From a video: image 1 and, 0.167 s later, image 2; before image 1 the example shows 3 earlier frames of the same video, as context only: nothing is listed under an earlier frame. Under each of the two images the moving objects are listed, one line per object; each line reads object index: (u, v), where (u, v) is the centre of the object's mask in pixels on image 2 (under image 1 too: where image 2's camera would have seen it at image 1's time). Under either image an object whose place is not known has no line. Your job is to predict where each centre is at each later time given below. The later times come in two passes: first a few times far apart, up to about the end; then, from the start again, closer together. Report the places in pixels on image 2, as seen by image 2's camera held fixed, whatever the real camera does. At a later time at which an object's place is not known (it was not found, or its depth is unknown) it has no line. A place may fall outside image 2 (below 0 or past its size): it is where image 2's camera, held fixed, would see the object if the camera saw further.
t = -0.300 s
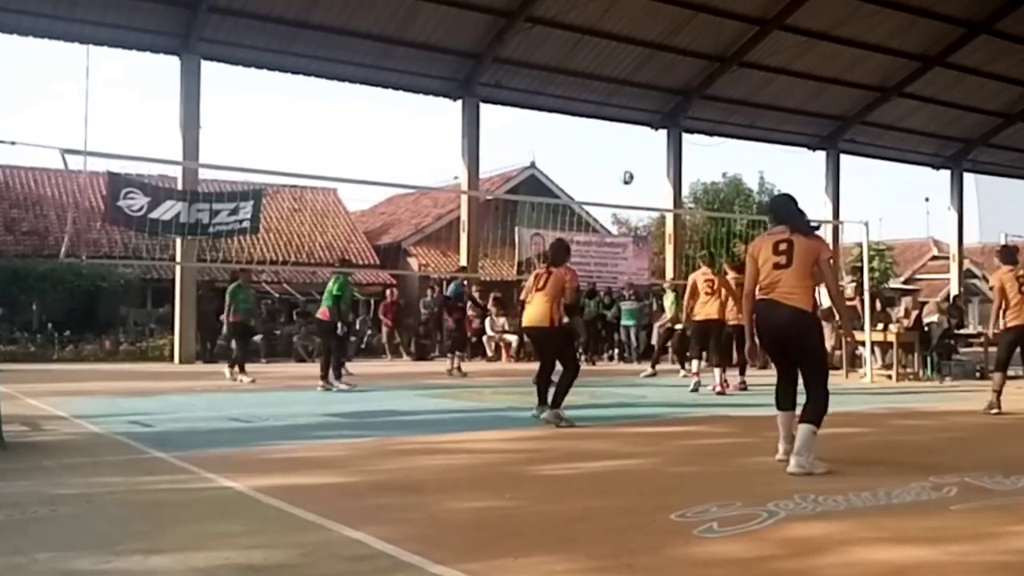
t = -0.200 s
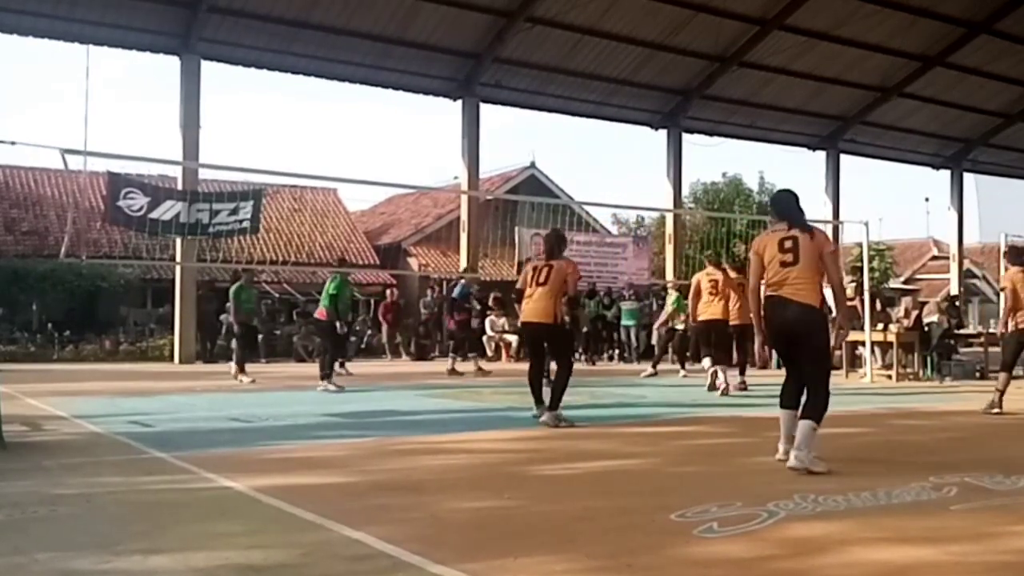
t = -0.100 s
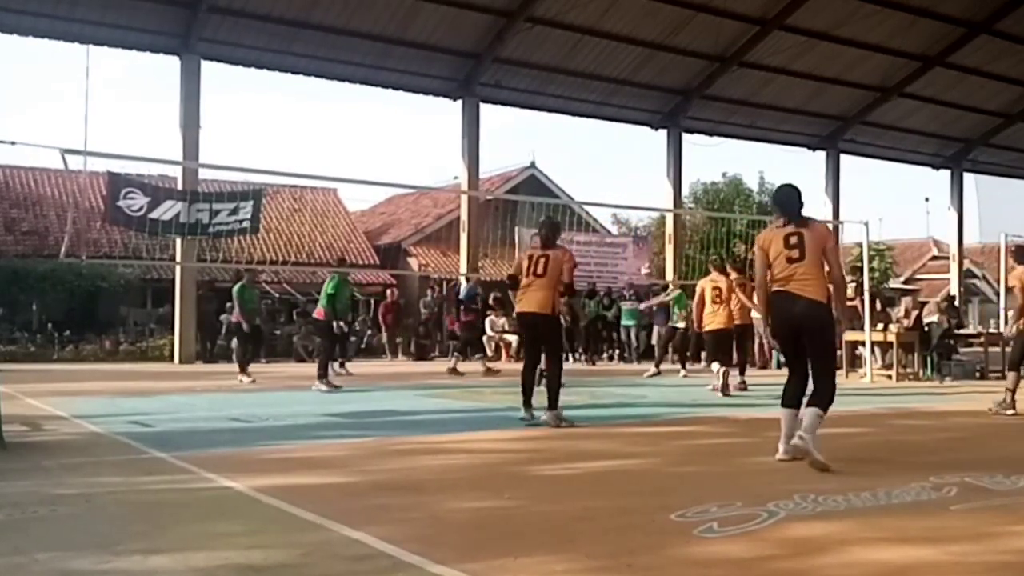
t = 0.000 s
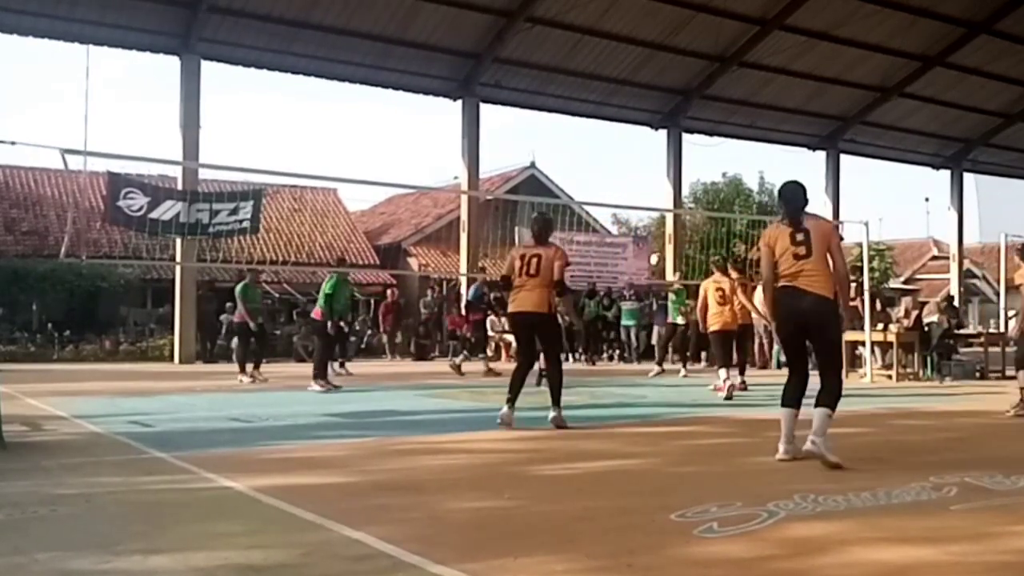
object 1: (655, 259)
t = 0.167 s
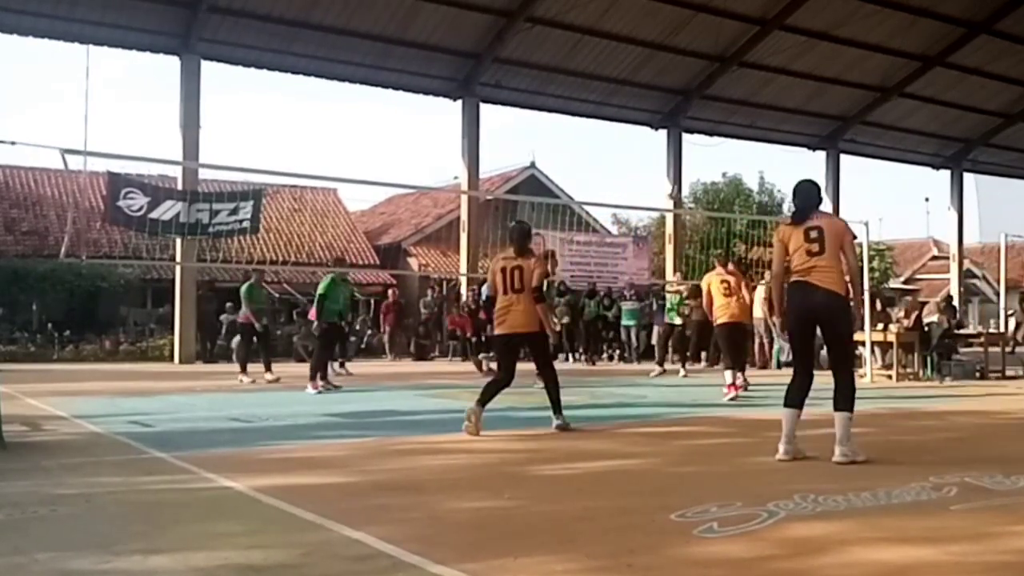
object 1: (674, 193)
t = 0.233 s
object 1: (679, 169)
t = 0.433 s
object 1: (699, 112)
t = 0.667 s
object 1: (732, 83)
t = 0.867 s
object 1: (766, 101)
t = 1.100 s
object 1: (817, 195)
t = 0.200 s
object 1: (675, 180)
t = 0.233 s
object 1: (679, 169)
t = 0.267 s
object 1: (682, 158)
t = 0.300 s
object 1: (686, 148)
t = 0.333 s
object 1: (690, 137)
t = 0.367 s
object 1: (692, 129)
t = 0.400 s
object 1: (695, 120)
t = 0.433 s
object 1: (699, 112)
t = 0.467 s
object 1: (705, 106)
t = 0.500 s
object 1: (709, 100)
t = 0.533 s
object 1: (714, 94)
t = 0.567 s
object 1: (718, 90)
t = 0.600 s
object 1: (722, 87)
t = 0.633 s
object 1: (727, 84)
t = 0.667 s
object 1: (732, 83)
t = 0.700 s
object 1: (737, 82)
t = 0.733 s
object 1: (743, 83)
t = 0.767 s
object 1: (747, 85)
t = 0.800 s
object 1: (753, 89)
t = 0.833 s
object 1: (760, 94)
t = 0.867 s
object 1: (766, 101)
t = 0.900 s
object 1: (773, 108)
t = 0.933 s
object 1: (779, 118)
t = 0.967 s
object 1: (785, 130)
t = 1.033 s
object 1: (802, 158)
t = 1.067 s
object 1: (809, 176)
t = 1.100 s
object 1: (817, 195)
